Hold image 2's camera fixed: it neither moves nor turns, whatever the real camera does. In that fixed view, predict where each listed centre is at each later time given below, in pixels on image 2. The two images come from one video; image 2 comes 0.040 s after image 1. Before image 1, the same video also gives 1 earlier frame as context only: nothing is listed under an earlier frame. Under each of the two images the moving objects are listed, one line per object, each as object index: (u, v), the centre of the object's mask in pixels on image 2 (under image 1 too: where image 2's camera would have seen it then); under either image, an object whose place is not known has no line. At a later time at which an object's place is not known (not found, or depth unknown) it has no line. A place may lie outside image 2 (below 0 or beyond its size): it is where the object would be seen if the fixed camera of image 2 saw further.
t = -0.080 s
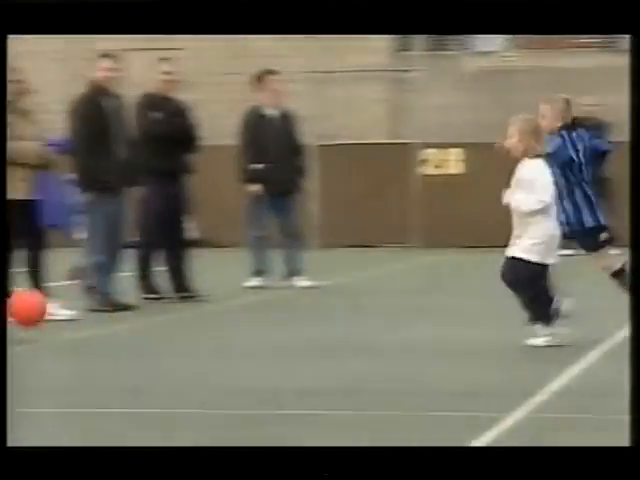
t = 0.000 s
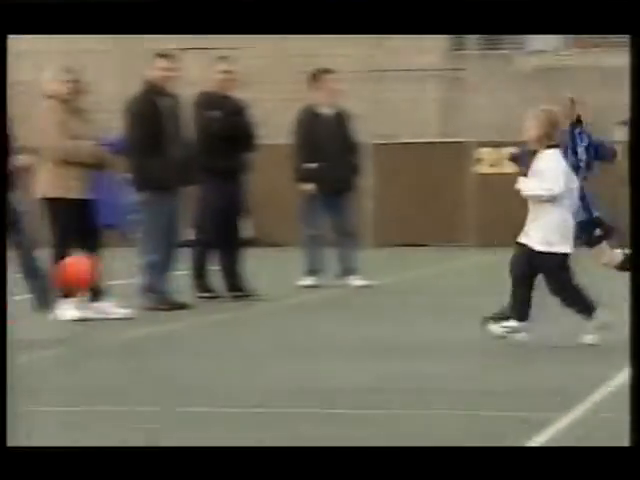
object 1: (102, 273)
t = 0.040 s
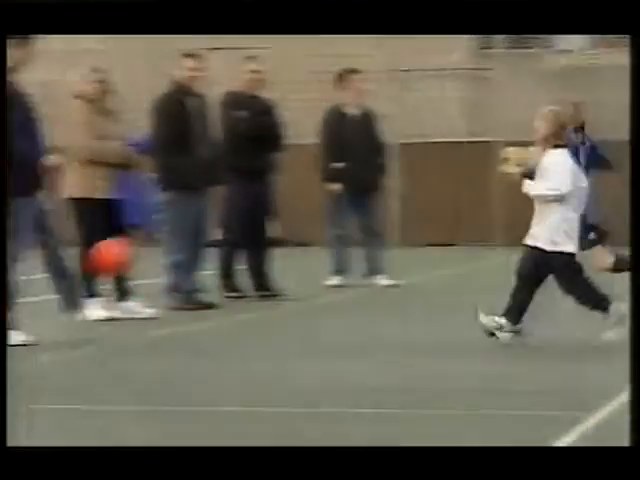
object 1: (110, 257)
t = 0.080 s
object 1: (118, 245)
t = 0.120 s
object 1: (124, 234)
